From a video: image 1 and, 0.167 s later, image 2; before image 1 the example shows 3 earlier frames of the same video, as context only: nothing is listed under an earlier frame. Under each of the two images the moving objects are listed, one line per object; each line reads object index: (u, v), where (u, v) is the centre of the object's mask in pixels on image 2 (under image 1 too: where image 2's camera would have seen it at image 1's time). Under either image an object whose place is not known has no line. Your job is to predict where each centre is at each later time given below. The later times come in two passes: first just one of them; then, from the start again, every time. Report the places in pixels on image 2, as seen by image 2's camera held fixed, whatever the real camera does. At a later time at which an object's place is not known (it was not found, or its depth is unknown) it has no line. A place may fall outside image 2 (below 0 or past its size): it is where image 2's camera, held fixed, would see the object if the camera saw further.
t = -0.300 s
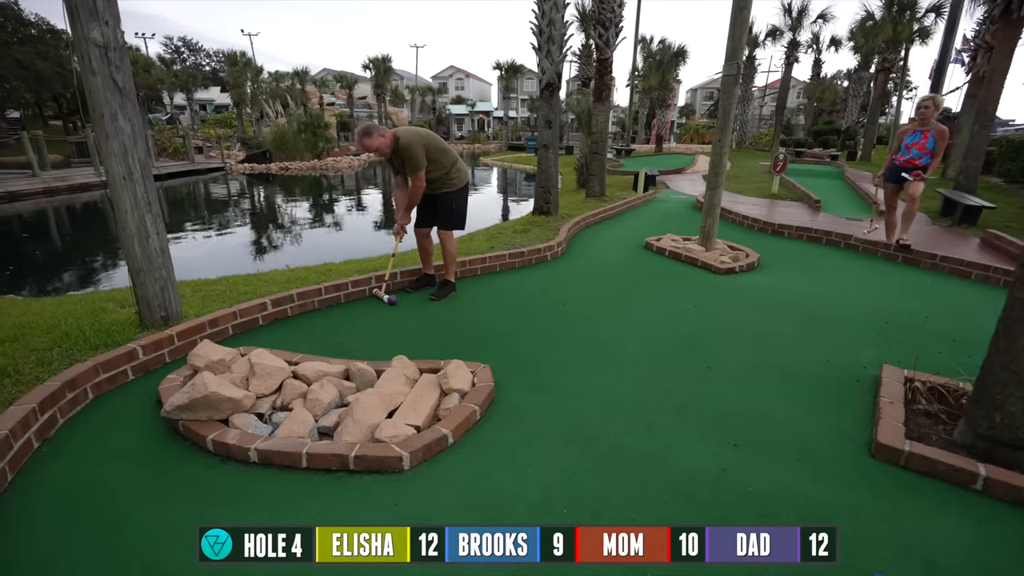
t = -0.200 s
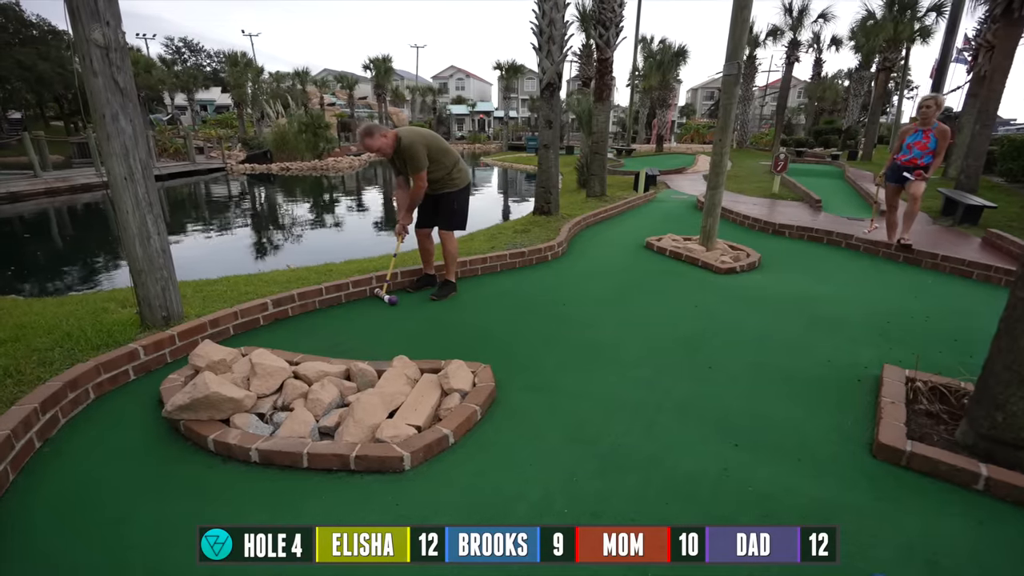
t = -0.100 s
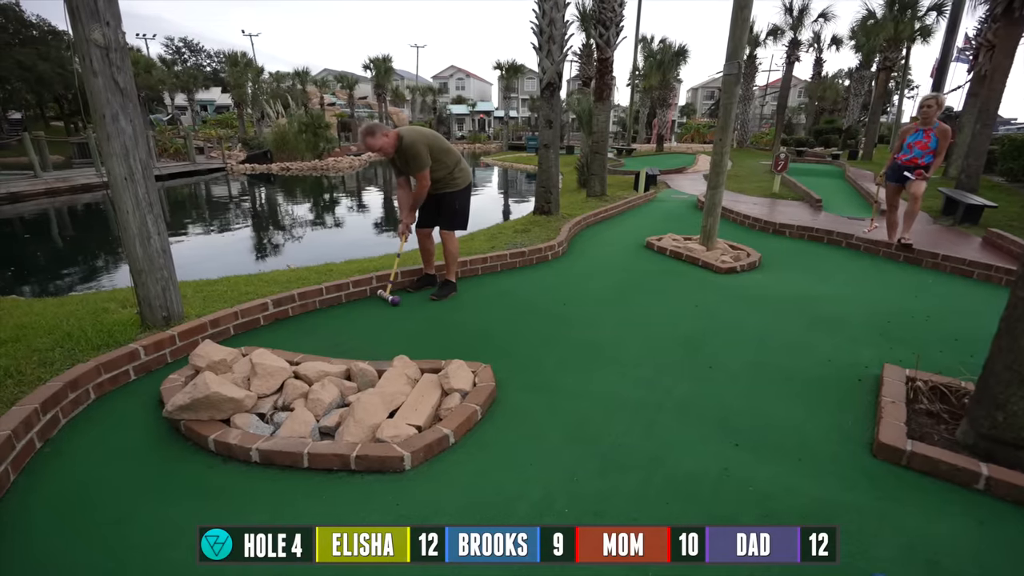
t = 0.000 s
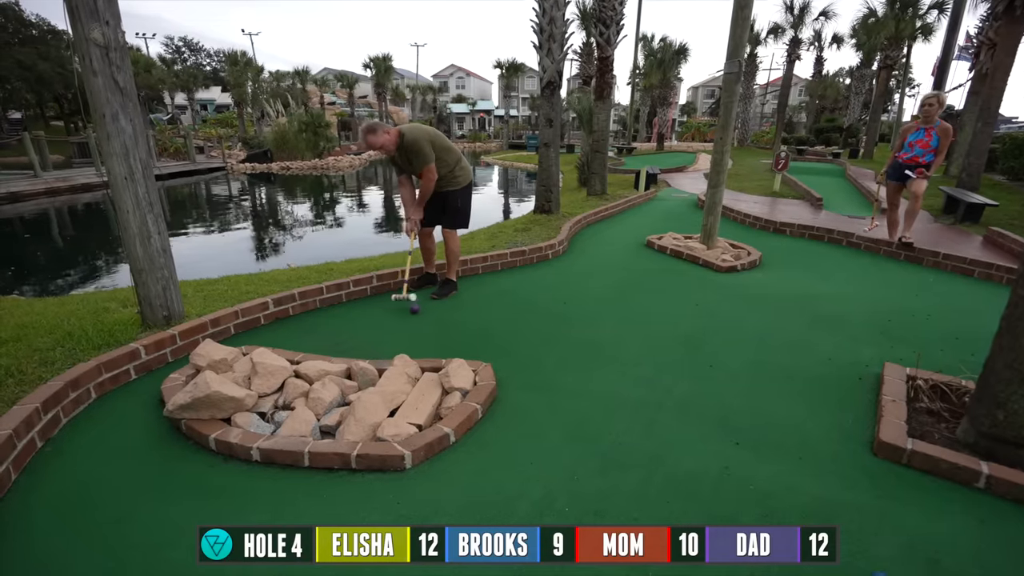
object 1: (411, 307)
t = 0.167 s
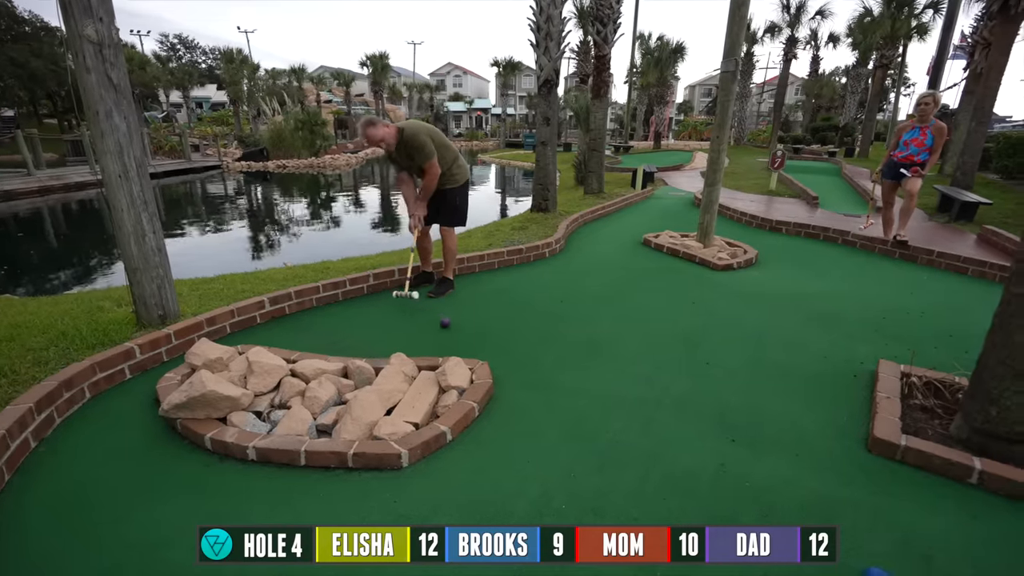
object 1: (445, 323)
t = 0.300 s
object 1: (473, 335)
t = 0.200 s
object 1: (451, 325)
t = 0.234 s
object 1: (458, 328)
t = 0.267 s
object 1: (466, 332)
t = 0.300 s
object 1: (473, 335)
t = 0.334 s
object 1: (481, 338)
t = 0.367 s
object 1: (488, 342)
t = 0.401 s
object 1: (496, 346)
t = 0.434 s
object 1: (504, 349)
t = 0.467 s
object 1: (512, 353)
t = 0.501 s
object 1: (521, 357)
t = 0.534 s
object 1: (530, 361)
